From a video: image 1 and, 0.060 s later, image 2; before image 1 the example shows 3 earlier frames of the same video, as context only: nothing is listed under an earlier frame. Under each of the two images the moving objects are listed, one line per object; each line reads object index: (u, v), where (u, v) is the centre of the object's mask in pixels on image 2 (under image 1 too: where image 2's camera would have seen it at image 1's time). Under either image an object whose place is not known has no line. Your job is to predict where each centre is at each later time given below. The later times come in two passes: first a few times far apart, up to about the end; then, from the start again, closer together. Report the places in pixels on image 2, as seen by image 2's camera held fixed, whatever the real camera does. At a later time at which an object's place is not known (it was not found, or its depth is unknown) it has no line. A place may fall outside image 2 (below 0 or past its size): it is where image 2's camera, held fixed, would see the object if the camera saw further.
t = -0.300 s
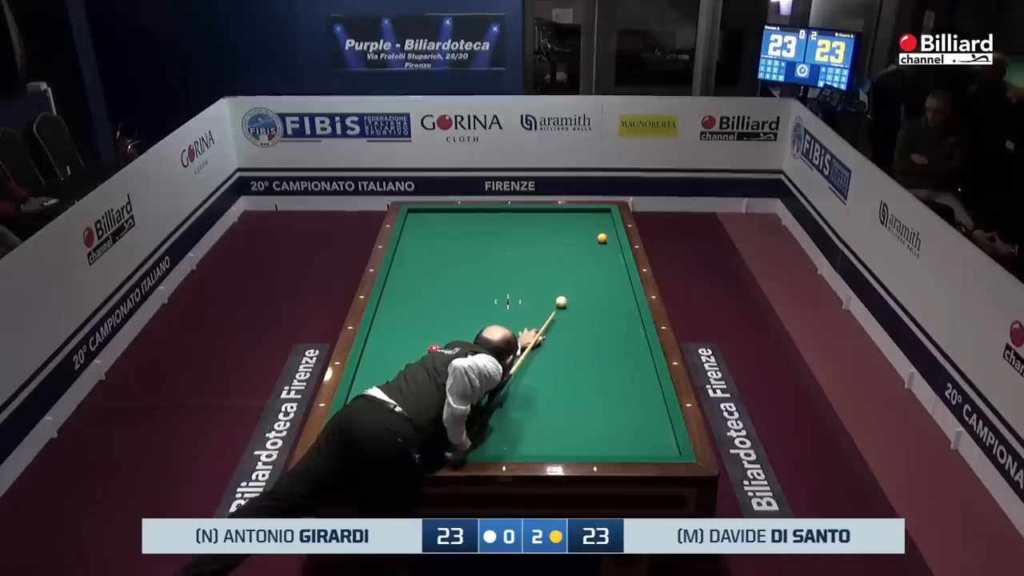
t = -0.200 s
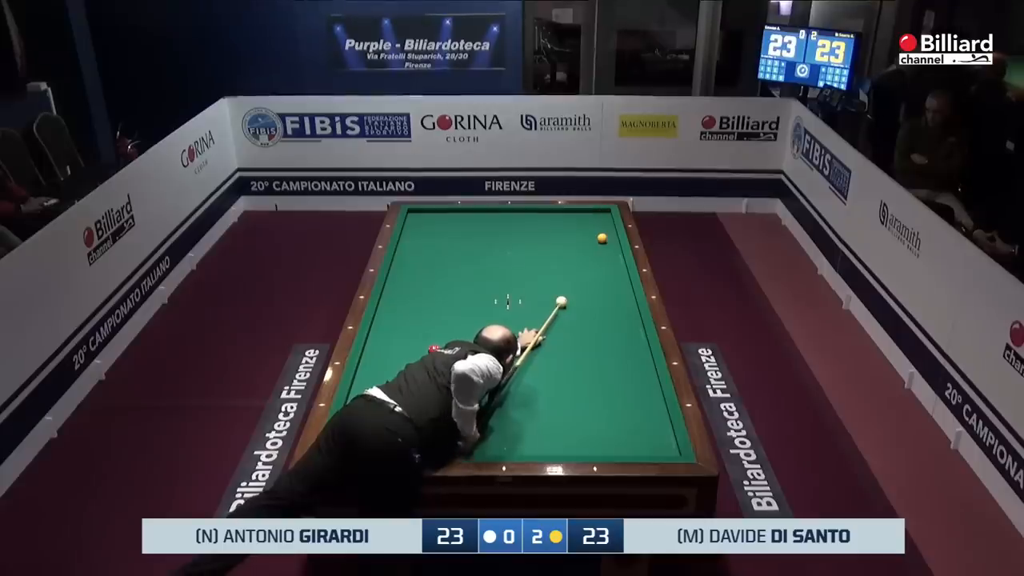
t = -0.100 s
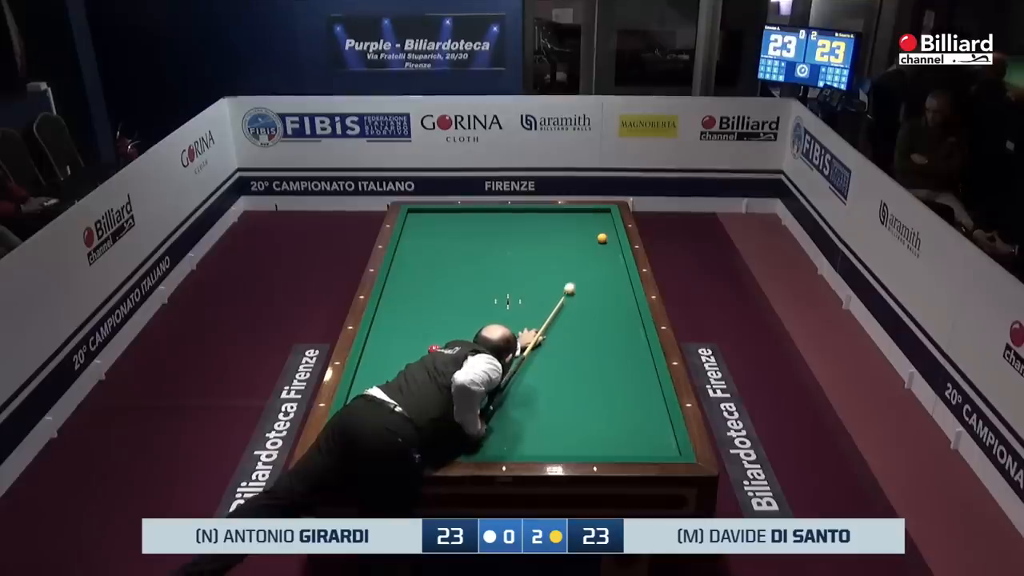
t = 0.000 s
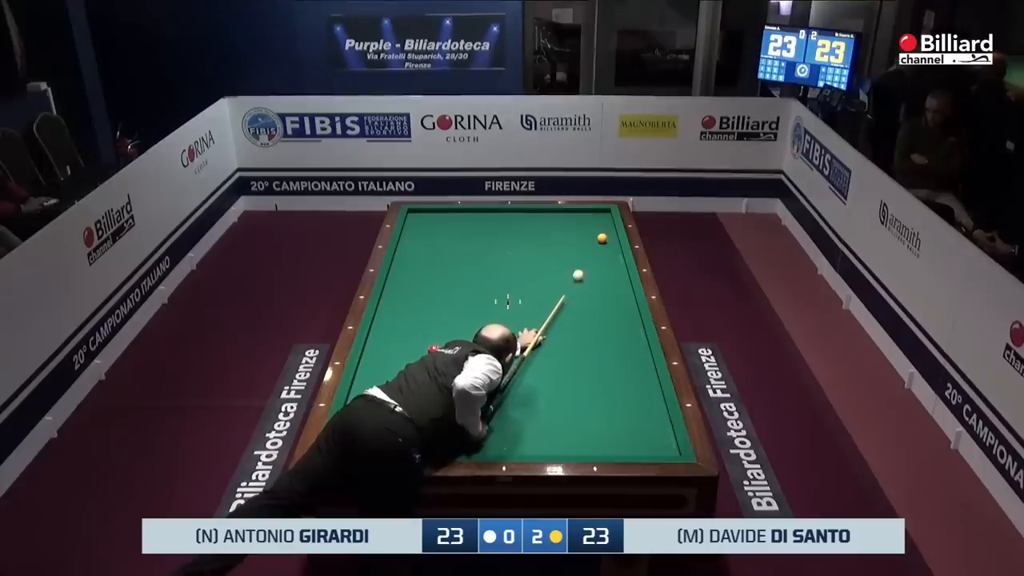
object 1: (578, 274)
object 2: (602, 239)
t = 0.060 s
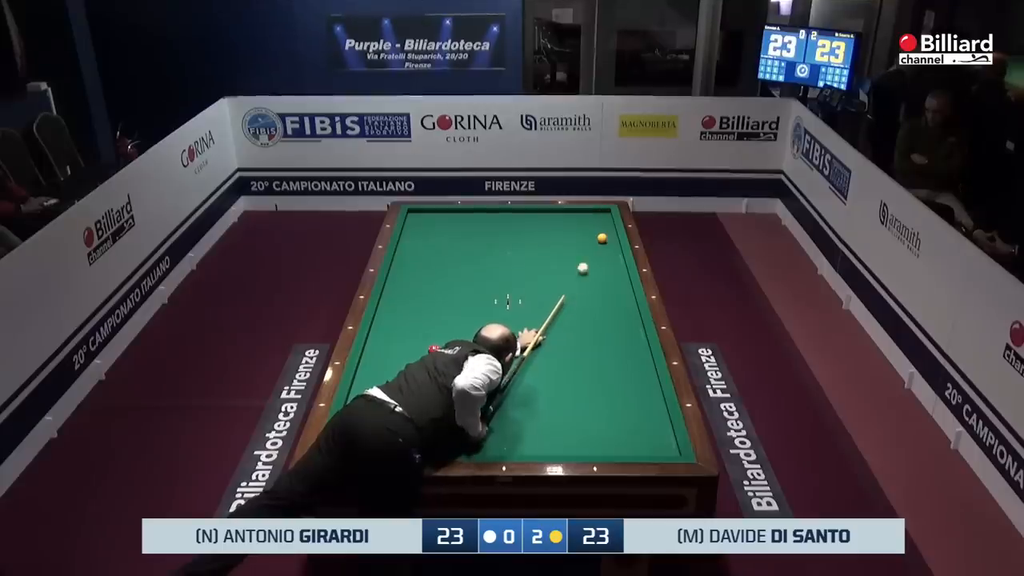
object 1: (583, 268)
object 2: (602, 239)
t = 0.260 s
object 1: (596, 246)
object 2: (602, 238)
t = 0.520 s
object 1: (601, 239)
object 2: (608, 222)
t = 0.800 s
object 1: (605, 233)
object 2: (594, 211)
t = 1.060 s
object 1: (609, 227)
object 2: (584, 219)
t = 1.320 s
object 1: (608, 223)
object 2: (575, 226)
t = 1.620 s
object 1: (604, 218)
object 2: (564, 234)
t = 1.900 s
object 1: (600, 214)
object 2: (553, 242)
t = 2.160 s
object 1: (597, 211)
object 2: (544, 249)
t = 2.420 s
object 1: (596, 211)
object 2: (533, 257)
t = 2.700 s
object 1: (595, 213)
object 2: (521, 266)
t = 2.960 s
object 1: (594, 215)
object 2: (511, 274)
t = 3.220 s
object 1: (594, 217)
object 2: (500, 282)
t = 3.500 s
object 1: (594, 218)
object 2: (488, 290)
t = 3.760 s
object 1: (593, 220)
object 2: (477, 299)
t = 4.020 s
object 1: (592, 221)
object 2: (466, 307)
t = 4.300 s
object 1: (592, 222)
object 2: (454, 316)
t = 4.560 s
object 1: (591, 224)
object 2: (443, 325)
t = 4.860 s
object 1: (591, 224)
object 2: (427, 335)
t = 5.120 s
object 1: (590, 225)
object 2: (417, 343)
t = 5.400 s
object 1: (590, 226)
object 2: (405, 353)
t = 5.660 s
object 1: (590, 226)
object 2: (393, 361)
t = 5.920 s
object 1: (590, 227)
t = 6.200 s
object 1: (590, 227)
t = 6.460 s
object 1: (590, 227)
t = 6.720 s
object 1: (590, 227)
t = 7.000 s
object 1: (590, 227)
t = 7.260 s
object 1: (590, 227)
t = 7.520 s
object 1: (590, 227)
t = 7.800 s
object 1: (590, 227)
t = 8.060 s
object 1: (590, 227)
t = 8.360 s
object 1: (590, 227)
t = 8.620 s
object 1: (590, 227)
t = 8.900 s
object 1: (590, 227)
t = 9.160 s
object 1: (590, 227)
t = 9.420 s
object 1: (590, 227)
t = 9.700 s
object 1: (590, 227)
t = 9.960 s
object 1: (590, 227)
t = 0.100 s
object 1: (585, 263)
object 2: (602, 239)
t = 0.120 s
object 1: (586, 261)
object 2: (602, 239)
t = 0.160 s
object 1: (589, 257)
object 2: (602, 239)
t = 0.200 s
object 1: (592, 252)
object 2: (602, 239)
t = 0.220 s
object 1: (593, 250)
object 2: (602, 239)
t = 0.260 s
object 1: (596, 246)
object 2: (602, 238)
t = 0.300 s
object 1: (599, 242)
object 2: (603, 237)
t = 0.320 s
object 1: (599, 241)
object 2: (604, 236)
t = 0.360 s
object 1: (599, 241)
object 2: (605, 234)
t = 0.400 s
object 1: (600, 241)
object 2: (607, 231)
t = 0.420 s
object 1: (600, 241)
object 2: (608, 229)
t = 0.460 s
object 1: (600, 240)
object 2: (610, 226)
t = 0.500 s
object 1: (601, 240)
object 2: (609, 223)
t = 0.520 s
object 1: (601, 239)
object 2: (608, 222)
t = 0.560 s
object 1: (602, 238)
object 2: (605, 220)
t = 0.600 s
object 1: (602, 237)
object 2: (603, 218)
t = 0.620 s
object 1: (603, 237)
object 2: (602, 217)
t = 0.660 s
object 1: (603, 236)
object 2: (600, 215)
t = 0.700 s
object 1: (604, 235)
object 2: (598, 214)
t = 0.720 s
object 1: (604, 235)
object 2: (597, 213)
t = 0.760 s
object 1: (605, 234)
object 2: (595, 211)
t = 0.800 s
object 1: (605, 233)
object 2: (594, 211)
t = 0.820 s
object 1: (606, 233)
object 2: (593, 212)
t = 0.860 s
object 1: (606, 232)
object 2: (592, 213)
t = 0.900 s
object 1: (607, 231)
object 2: (590, 214)
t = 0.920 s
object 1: (607, 230)
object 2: (589, 215)
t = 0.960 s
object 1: (608, 230)
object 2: (588, 216)
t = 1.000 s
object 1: (608, 229)
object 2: (587, 217)
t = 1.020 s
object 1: (608, 228)
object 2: (586, 218)
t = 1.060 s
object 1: (609, 227)
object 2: (584, 219)
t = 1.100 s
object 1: (609, 227)
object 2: (583, 220)
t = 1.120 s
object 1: (610, 226)
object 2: (582, 220)
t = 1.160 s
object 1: (610, 225)
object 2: (581, 221)
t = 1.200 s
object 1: (610, 225)
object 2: (580, 222)
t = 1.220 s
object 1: (609, 224)
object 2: (579, 223)
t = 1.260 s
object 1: (609, 224)
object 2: (577, 224)
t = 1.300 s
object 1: (608, 223)
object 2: (576, 225)
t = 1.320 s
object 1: (608, 223)
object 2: (575, 226)
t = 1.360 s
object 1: (608, 222)
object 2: (574, 227)
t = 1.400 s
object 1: (607, 221)
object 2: (572, 228)
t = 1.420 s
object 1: (607, 221)
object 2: (571, 228)
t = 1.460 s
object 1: (606, 221)
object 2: (570, 229)
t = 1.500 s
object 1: (605, 220)
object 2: (568, 231)
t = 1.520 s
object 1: (605, 220)
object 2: (568, 231)
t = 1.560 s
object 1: (605, 219)
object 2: (566, 232)
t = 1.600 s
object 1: (604, 218)
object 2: (565, 233)
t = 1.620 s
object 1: (604, 218)
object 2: (564, 234)
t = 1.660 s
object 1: (604, 217)
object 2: (562, 235)
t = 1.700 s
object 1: (603, 217)
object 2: (561, 236)
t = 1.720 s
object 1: (603, 217)
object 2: (560, 237)
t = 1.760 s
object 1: (602, 216)
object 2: (558, 238)
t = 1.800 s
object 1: (602, 216)
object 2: (557, 239)
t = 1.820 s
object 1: (602, 215)
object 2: (556, 240)
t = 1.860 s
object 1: (601, 215)
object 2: (555, 241)
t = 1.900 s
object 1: (600, 214)
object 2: (553, 242)
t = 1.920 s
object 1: (600, 214)
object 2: (553, 242)
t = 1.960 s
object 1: (600, 213)
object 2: (551, 244)
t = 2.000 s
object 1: (599, 213)
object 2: (549, 245)
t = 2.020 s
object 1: (599, 212)
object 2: (549, 245)
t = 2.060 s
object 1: (598, 212)
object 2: (547, 246)
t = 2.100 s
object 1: (598, 211)
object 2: (545, 248)
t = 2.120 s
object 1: (598, 211)
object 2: (545, 248)
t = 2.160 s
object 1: (597, 211)
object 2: (544, 249)
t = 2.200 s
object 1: (597, 210)
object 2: (543, 251)
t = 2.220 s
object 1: (597, 210)
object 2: (542, 252)
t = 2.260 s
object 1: (596, 210)
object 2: (539, 253)
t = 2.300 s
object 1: (596, 210)
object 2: (538, 254)
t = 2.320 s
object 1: (596, 211)
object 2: (537, 254)
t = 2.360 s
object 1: (596, 211)
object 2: (535, 256)
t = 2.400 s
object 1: (596, 211)
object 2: (533, 257)
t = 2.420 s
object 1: (596, 211)
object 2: (533, 257)
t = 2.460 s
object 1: (596, 211)
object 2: (531, 259)
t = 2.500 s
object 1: (596, 212)
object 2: (530, 260)
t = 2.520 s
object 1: (595, 212)
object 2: (529, 260)
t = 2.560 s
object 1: (595, 212)
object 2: (527, 262)
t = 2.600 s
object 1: (595, 212)
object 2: (526, 263)
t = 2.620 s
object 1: (595, 213)
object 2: (524, 264)
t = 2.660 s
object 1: (595, 213)
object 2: (523, 265)
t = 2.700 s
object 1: (595, 213)
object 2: (521, 266)
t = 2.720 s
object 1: (595, 214)
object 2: (520, 267)
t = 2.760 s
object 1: (595, 214)
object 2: (519, 268)
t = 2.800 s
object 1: (595, 214)
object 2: (517, 269)
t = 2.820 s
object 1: (595, 214)
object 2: (516, 270)
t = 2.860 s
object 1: (595, 214)
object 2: (515, 271)
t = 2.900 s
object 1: (595, 215)
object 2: (513, 272)
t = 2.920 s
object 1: (594, 215)
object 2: (512, 273)
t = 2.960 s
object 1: (594, 215)
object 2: (511, 274)
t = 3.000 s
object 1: (594, 215)
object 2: (509, 275)
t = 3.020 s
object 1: (594, 216)
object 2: (508, 276)
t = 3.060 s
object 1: (594, 216)
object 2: (507, 277)
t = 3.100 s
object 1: (594, 216)
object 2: (505, 278)
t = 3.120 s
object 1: (594, 216)
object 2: (504, 279)
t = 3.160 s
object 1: (594, 216)
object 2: (502, 280)
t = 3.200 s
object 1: (594, 217)
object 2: (501, 281)
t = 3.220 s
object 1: (594, 217)
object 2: (500, 282)
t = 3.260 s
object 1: (594, 217)
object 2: (498, 283)
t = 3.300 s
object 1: (594, 217)
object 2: (496, 284)
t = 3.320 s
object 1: (594, 217)
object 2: (495, 285)
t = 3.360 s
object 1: (594, 217)
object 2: (494, 286)
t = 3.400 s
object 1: (594, 218)
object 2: (492, 288)
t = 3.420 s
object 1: (594, 218)
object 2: (491, 288)
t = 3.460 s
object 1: (594, 218)
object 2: (490, 289)
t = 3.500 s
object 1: (594, 218)
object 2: (488, 290)
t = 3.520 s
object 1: (594, 219)
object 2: (487, 291)
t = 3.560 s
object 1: (593, 219)
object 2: (486, 292)
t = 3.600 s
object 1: (593, 219)
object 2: (484, 294)
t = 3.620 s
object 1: (593, 219)
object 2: (482, 295)
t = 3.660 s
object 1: (593, 219)
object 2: (481, 296)
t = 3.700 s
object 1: (593, 220)
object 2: (479, 297)
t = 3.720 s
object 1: (593, 220)
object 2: (478, 298)
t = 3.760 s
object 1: (593, 220)
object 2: (477, 299)
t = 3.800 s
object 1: (593, 220)
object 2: (475, 300)
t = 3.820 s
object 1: (593, 220)
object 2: (474, 301)
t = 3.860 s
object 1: (593, 220)
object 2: (473, 302)
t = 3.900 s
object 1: (593, 221)
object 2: (471, 303)
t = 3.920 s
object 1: (592, 221)
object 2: (470, 304)
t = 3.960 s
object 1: (592, 221)
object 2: (468, 305)
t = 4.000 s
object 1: (592, 221)
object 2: (466, 307)
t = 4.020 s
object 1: (592, 221)
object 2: (466, 307)
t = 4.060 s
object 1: (592, 221)
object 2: (464, 308)
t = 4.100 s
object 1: (592, 221)
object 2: (462, 310)
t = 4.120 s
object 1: (592, 222)
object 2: (461, 311)
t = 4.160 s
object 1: (592, 222)
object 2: (460, 312)
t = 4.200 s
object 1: (592, 222)
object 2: (458, 313)
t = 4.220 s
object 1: (592, 222)
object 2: (457, 314)
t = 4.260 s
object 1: (592, 222)
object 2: (456, 315)
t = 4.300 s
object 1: (592, 222)
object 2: (454, 316)
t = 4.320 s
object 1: (592, 223)
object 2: (453, 317)
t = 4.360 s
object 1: (592, 223)
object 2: (451, 318)
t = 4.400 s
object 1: (592, 223)
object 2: (450, 320)
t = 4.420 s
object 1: (592, 223)
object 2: (449, 320)
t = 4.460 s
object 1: (591, 223)
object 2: (447, 322)
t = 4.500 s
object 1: (591, 223)
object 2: (445, 323)
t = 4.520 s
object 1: (591, 223)
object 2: (444, 324)
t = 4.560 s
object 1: (591, 224)
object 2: (443, 325)
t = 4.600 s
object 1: (591, 224)
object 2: (441, 327)
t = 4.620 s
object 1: (591, 224)
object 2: (441, 327)
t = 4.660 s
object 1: (591, 224)
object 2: (440, 329)
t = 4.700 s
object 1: (591, 224)
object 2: (438, 330)
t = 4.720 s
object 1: (591, 224)
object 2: (438, 330)
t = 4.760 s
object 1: (591, 224)
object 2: (435, 331)
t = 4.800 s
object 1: (591, 224)
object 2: (430, 331)
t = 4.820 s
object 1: (591, 224)
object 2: (429, 333)
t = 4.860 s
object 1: (591, 224)
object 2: (427, 335)
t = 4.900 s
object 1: (591, 224)
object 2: (425, 335)
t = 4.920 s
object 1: (591, 225)
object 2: (424, 336)
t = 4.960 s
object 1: (591, 225)
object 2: (423, 337)
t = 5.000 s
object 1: (591, 225)
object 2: (422, 339)
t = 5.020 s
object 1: (591, 225)
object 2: (421, 340)
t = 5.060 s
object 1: (591, 225)
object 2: (420, 341)
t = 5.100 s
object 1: (590, 225)
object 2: (418, 342)
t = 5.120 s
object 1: (590, 225)
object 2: (417, 343)
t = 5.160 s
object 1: (590, 225)
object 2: (415, 345)
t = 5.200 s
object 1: (590, 225)
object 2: (413, 346)
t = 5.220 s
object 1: (590, 225)
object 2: (412, 346)
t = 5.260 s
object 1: (590, 225)
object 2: (411, 348)
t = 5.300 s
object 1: (590, 225)
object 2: (409, 349)
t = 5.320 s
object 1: (590, 226)
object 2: (408, 350)
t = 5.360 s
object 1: (590, 226)
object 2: (406, 351)
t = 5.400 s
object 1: (590, 226)
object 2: (405, 353)
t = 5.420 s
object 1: (590, 226)
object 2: (403, 353)
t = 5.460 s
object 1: (590, 226)
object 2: (402, 355)
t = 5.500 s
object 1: (590, 226)
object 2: (400, 356)
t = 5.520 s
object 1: (590, 226)
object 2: (399, 357)
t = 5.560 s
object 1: (590, 226)
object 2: (397, 358)
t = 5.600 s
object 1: (590, 226)
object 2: (395, 359)
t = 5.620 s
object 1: (590, 226)
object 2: (394, 360)
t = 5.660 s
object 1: (590, 226)
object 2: (393, 361)
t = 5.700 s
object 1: (590, 226)
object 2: (391, 363)
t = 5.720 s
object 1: (590, 226)
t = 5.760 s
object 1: (590, 226)
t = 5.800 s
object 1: (590, 226)
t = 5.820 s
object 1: (590, 226)
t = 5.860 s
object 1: (590, 226)
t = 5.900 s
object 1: (590, 226)
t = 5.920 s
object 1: (590, 227)
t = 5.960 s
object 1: (590, 227)
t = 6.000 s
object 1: (590, 227)
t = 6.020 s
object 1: (590, 227)
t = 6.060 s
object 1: (590, 227)
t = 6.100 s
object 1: (590, 227)
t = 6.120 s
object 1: (590, 227)
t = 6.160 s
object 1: (590, 227)
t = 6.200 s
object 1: (590, 227)
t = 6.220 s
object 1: (590, 227)
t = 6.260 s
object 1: (590, 227)
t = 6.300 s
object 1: (590, 227)
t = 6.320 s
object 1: (590, 227)
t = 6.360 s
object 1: (590, 227)
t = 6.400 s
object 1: (590, 227)
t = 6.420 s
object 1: (590, 227)
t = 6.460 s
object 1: (590, 227)
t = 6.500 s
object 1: (590, 227)
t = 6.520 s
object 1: (590, 227)
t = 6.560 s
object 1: (590, 227)
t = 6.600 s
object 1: (590, 227)
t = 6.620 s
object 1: (590, 227)
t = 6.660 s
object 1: (590, 227)
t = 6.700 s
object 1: (590, 227)
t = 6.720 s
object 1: (590, 227)
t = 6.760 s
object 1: (590, 227)
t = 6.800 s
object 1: (590, 227)
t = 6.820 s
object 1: (590, 227)
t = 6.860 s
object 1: (590, 227)
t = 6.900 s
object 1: (590, 227)
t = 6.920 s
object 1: (590, 227)
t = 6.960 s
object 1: (590, 227)
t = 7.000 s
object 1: (590, 227)
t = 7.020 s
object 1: (590, 227)
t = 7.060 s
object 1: (590, 227)
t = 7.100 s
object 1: (590, 227)
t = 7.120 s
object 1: (590, 227)
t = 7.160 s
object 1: (590, 227)
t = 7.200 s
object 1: (590, 227)
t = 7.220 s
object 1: (590, 227)
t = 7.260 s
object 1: (590, 227)
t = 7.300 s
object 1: (590, 227)
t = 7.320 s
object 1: (590, 227)
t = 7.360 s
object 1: (590, 227)
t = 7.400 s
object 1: (590, 227)
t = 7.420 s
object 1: (590, 227)
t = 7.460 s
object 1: (590, 227)
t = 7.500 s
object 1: (590, 227)
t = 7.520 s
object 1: (590, 227)
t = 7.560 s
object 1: (590, 227)
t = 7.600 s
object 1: (590, 227)
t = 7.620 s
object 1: (590, 227)
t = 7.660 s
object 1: (590, 227)
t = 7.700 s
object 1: (590, 227)
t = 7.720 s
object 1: (590, 227)
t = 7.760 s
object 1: (590, 227)
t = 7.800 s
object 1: (590, 227)
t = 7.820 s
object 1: (590, 227)
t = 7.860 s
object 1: (590, 227)
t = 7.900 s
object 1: (590, 227)
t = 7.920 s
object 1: (590, 227)
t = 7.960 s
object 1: (590, 227)
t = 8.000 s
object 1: (590, 227)
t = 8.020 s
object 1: (590, 227)
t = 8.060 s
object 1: (590, 227)
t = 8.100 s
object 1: (590, 227)
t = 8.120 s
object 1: (590, 227)
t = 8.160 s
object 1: (590, 227)
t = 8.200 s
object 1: (590, 227)
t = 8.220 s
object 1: (590, 227)
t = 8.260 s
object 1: (590, 227)
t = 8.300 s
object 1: (590, 227)
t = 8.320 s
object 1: (590, 227)
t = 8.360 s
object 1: (590, 227)
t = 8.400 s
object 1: (590, 227)
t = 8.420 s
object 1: (590, 227)
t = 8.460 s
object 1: (590, 227)
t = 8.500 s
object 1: (590, 227)
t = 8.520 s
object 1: (590, 227)
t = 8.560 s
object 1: (590, 227)
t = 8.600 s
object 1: (590, 227)
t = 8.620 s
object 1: (590, 227)
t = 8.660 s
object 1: (590, 227)
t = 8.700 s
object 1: (590, 227)
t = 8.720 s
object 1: (590, 227)
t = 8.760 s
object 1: (590, 227)
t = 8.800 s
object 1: (590, 227)
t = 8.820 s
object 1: (590, 227)
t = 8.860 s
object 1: (590, 227)
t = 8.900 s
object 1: (590, 227)
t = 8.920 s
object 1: (590, 227)
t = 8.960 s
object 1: (590, 227)
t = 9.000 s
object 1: (590, 227)
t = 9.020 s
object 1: (590, 227)
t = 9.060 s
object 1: (590, 227)
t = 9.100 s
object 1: (590, 227)
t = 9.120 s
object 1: (590, 227)
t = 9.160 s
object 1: (590, 227)
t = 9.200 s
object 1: (590, 227)
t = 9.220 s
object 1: (590, 227)
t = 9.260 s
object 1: (590, 227)
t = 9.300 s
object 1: (590, 227)
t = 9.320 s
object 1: (590, 227)
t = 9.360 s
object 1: (590, 227)
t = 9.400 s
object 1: (590, 227)
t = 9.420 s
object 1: (590, 227)
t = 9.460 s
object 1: (590, 227)
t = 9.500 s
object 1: (590, 227)
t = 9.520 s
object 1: (590, 227)
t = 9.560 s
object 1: (590, 227)
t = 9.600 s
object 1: (590, 227)
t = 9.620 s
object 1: (590, 227)
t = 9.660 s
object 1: (590, 227)
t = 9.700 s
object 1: (590, 227)
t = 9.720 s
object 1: (590, 227)
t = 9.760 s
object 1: (590, 227)
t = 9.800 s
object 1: (590, 227)
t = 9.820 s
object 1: (590, 227)
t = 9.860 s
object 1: (590, 227)
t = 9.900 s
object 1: (590, 227)
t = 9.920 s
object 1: (590, 227)
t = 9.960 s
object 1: (590, 227)
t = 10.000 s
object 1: (590, 227)
